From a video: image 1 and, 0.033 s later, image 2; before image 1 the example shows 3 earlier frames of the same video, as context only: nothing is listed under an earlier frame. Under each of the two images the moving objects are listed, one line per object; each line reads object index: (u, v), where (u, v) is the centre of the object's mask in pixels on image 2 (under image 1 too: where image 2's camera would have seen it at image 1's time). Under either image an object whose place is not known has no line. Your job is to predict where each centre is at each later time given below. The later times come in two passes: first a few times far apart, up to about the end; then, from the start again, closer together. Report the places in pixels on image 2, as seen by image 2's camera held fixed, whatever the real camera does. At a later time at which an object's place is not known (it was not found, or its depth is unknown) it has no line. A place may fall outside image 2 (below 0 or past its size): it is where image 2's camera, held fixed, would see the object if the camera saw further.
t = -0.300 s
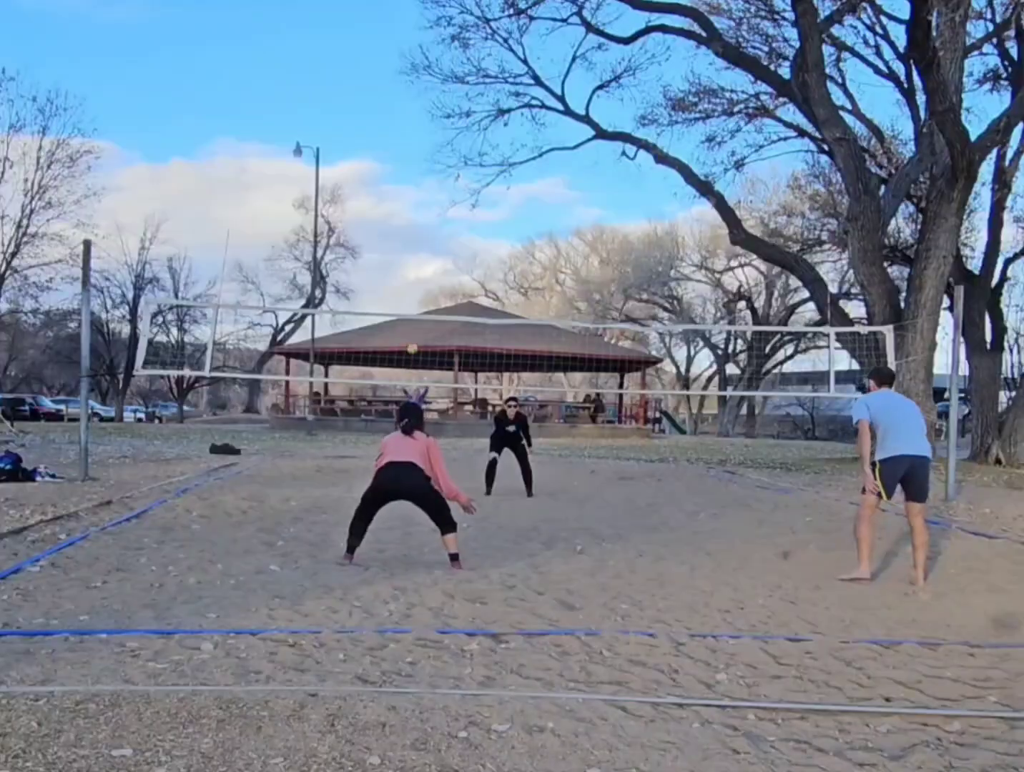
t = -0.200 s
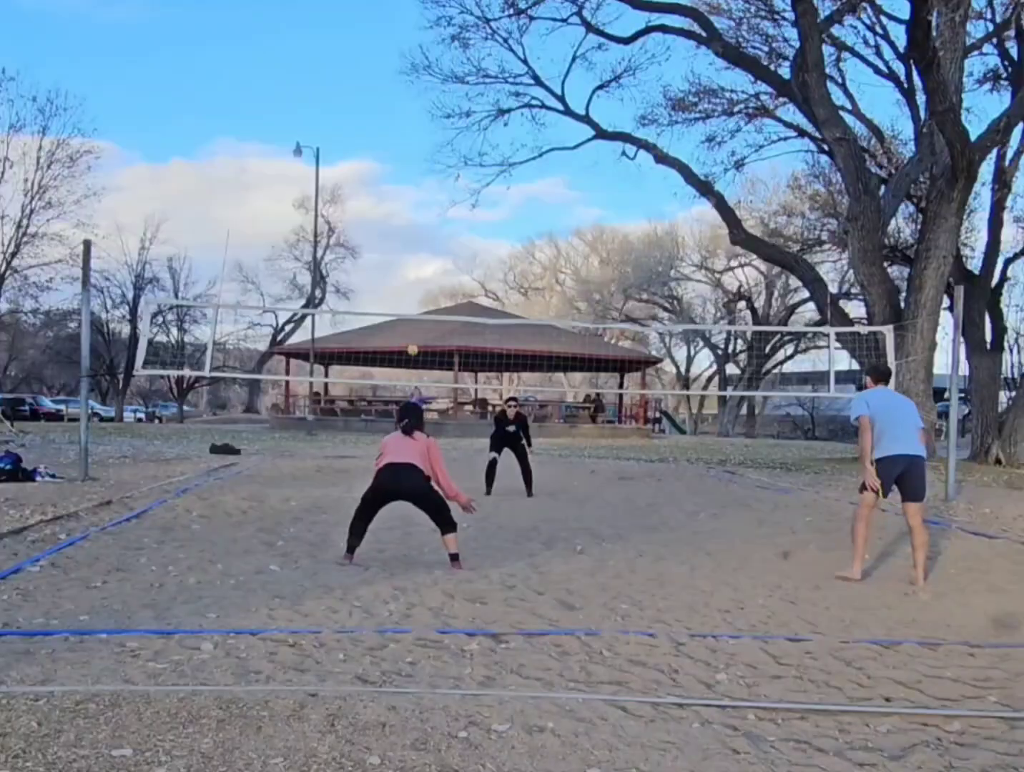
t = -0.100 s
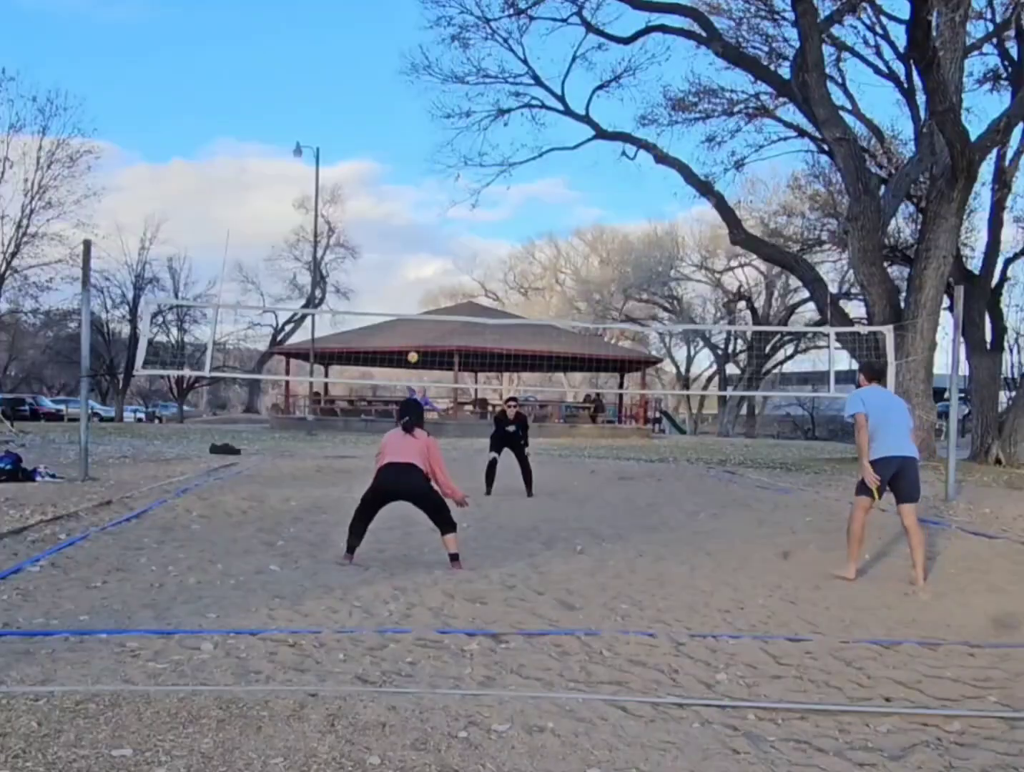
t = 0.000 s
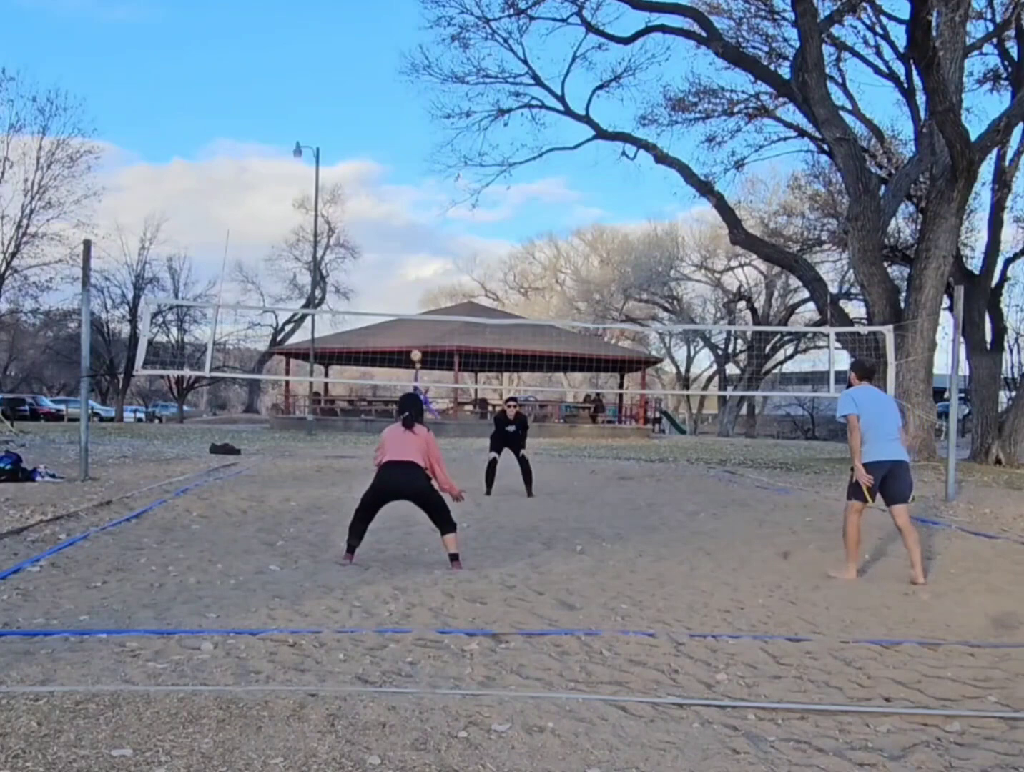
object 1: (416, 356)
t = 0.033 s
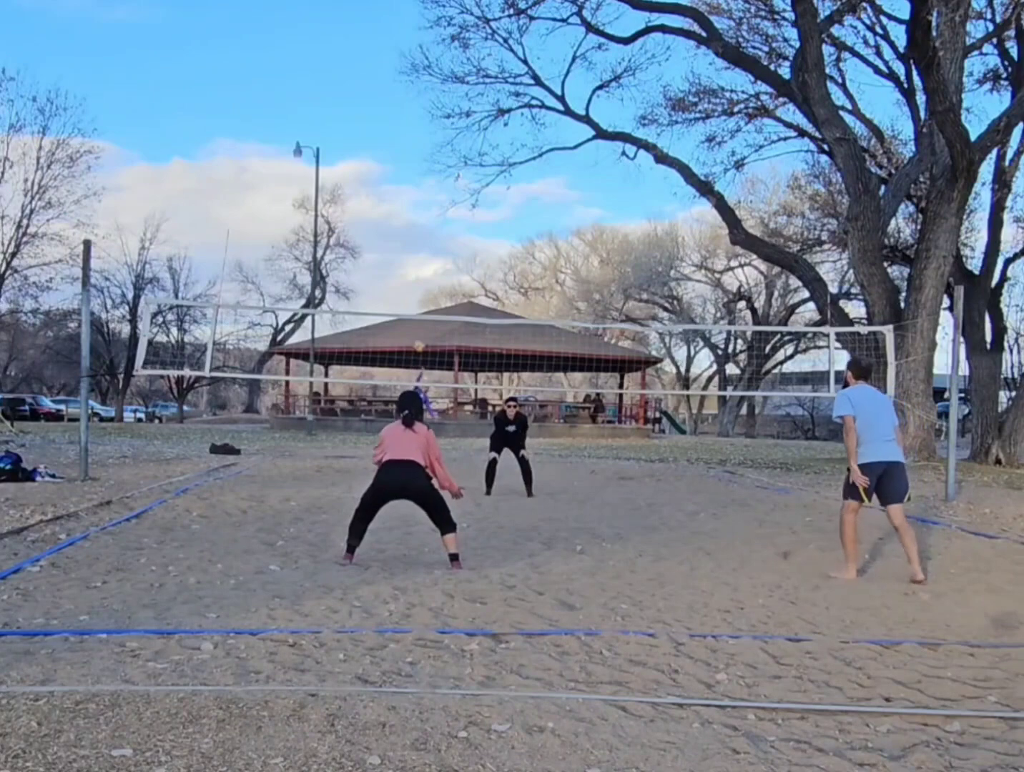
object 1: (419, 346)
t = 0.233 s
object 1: (442, 291)
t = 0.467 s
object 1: (476, 236)
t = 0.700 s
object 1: (523, 213)
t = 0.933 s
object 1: (597, 243)
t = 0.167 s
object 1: (434, 308)
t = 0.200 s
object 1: (438, 299)
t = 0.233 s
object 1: (442, 291)
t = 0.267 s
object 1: (447, 281)
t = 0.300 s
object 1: (451, 272)
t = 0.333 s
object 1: (456, 264)
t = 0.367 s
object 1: (461, 256)
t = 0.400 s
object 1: (466, 249)
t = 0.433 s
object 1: (471, 242)
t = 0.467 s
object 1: (476, 236)
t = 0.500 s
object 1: (482, 231)
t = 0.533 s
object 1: (488, 226)
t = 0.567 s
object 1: (494, 222)
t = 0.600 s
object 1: (501, 218)
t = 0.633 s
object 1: (508, 216)
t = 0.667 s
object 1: (515, 214)
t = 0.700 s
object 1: (523, 213)
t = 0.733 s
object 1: (532, 213)
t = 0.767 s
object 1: (541, 215)
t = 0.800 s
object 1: (551, 218)
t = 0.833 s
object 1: (561, 222)
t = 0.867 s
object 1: (572, 227)
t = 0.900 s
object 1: (584, 234)
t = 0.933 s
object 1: (597, 243)
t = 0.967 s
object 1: (611, 255)
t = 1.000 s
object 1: (626, 269)
